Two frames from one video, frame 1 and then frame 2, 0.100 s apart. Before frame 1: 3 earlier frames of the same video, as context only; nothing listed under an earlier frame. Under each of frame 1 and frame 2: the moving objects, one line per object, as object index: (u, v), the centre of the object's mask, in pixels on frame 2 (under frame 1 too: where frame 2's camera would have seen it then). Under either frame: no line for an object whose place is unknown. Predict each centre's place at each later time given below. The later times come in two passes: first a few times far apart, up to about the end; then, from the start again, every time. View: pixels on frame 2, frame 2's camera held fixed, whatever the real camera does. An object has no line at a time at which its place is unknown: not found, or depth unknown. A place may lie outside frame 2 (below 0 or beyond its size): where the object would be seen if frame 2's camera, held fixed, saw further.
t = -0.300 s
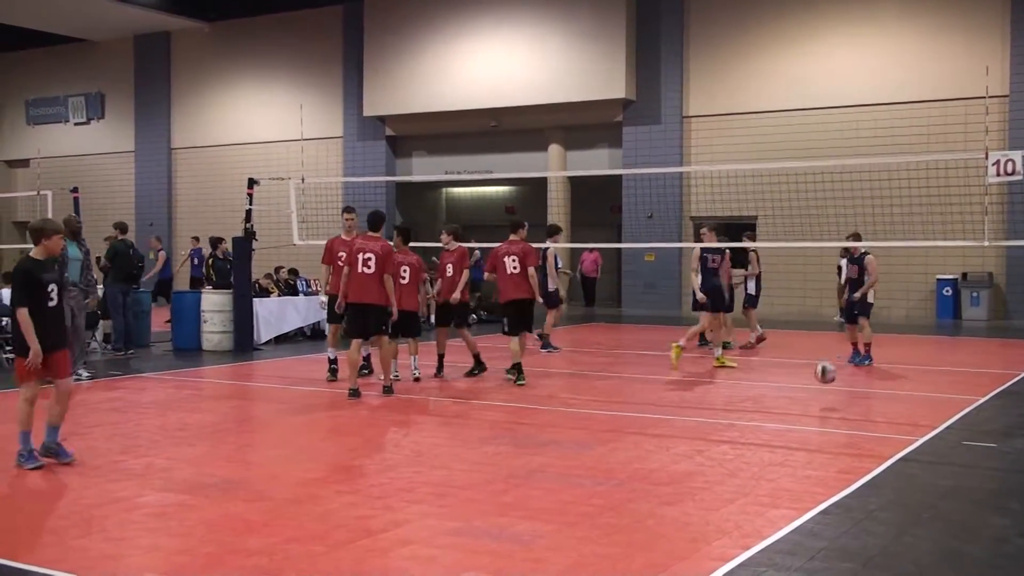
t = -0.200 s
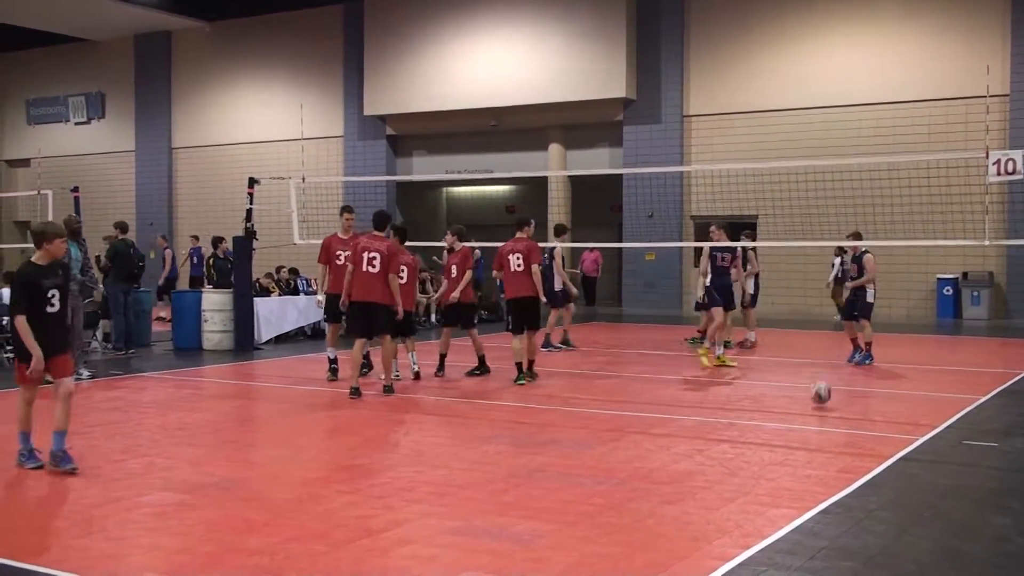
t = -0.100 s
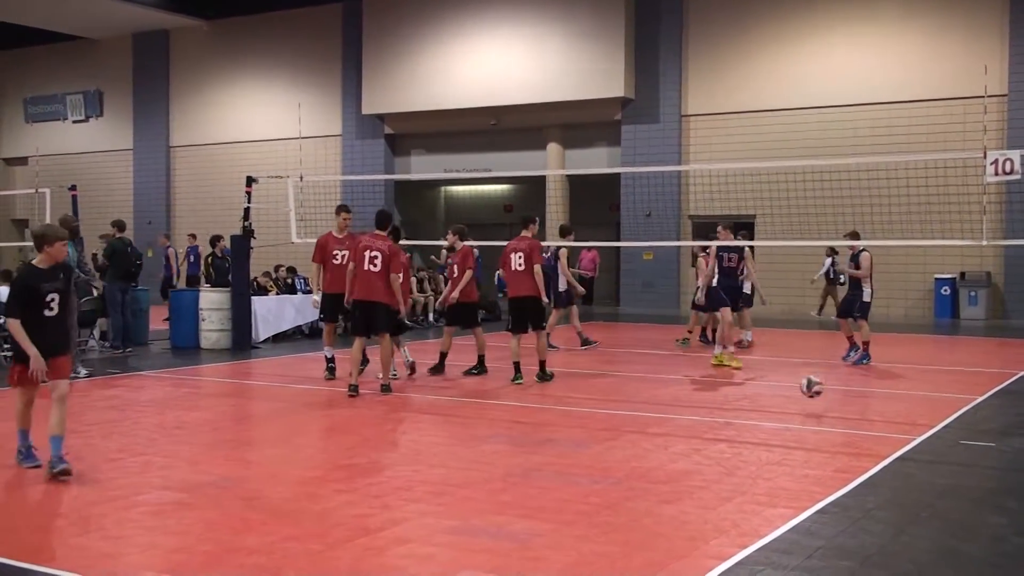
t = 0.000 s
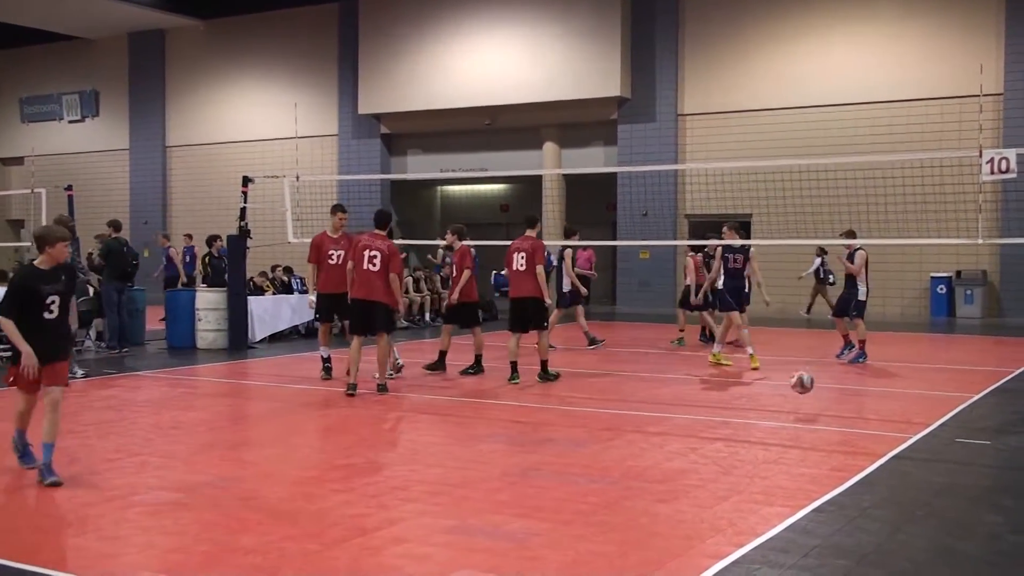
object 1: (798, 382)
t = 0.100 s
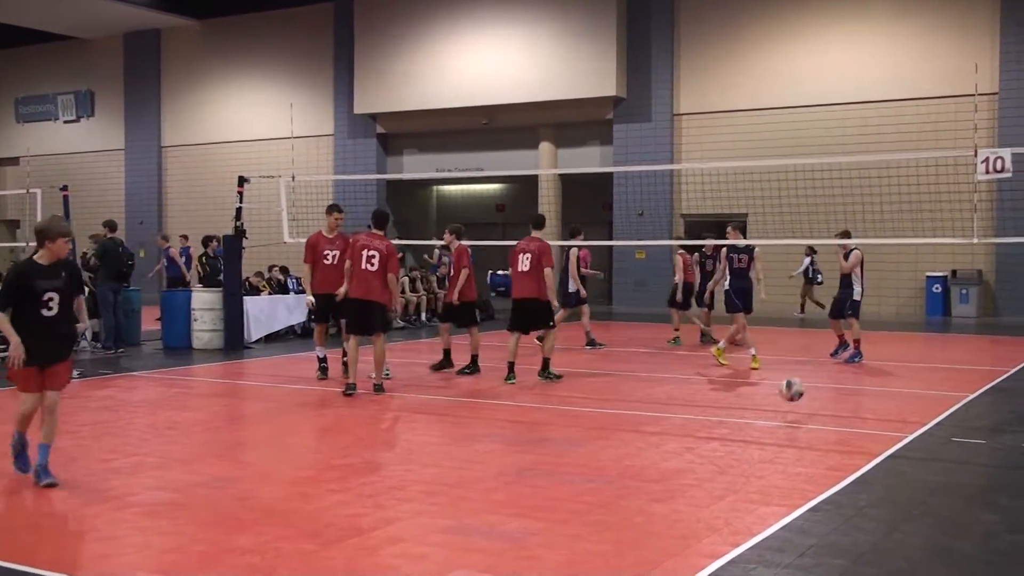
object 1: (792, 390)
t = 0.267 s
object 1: (780, 406)
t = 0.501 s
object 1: (765, 420)
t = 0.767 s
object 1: (745, 433)
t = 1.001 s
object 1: (725, 447)
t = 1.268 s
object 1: (700, 473)
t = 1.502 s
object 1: (673, 493)
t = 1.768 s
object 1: (639, 521)
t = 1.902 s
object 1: (619, 538)
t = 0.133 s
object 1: (789, 395)
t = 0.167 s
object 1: (787, 401)
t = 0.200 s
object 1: (784, 410)
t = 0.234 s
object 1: (782, 408)
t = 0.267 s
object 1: (780, 406)
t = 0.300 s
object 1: (778, 404)
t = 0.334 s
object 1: (776, 403)
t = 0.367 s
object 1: (774, 403)
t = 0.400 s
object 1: (772, 406)
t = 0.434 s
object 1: (770, 409)
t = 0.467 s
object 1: (767, 414)
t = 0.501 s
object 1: (765, 420)
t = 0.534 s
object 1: (762, 428)
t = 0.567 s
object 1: (760, 425)
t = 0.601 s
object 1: (758, 423)
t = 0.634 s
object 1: (755, 421)
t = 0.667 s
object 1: (753, 422)
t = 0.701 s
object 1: (751, 424)
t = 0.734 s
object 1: (747, 428)
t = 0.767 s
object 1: (745, 433)
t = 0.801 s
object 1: (743, 439)
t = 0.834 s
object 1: (740, 446)
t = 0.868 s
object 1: (737, 443)
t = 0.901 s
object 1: (734, 441)
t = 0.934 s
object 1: (731, 442)
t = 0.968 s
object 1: (728, 443)
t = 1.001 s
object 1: (725, 447)
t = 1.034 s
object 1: (723, 452)
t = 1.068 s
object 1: (720, 460)
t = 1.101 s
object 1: (716, 463)
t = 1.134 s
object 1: (713, 461)
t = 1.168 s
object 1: (710, 462)
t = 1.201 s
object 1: (706, 464)
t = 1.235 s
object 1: (704, 468)
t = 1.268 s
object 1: (700, 473)
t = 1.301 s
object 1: (696, 480)
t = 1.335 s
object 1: (693, 478)
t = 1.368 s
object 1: (689, 480)
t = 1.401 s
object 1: (686, 482)
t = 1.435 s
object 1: (682, 488)
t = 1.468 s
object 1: (677, 494)
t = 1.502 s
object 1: (673, 493)
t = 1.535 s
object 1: (669, 494)
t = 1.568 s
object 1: (666, 498)
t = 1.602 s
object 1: (661, 502)
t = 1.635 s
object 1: (656, 510)
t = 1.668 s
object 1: (652, 510)
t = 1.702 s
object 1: (648, 511)
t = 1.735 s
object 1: (644, 515)
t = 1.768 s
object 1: (639, 521)
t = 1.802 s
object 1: (634, 528)
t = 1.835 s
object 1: (629, 529)
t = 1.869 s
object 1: (624, 532)
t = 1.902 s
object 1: (619, 538)
